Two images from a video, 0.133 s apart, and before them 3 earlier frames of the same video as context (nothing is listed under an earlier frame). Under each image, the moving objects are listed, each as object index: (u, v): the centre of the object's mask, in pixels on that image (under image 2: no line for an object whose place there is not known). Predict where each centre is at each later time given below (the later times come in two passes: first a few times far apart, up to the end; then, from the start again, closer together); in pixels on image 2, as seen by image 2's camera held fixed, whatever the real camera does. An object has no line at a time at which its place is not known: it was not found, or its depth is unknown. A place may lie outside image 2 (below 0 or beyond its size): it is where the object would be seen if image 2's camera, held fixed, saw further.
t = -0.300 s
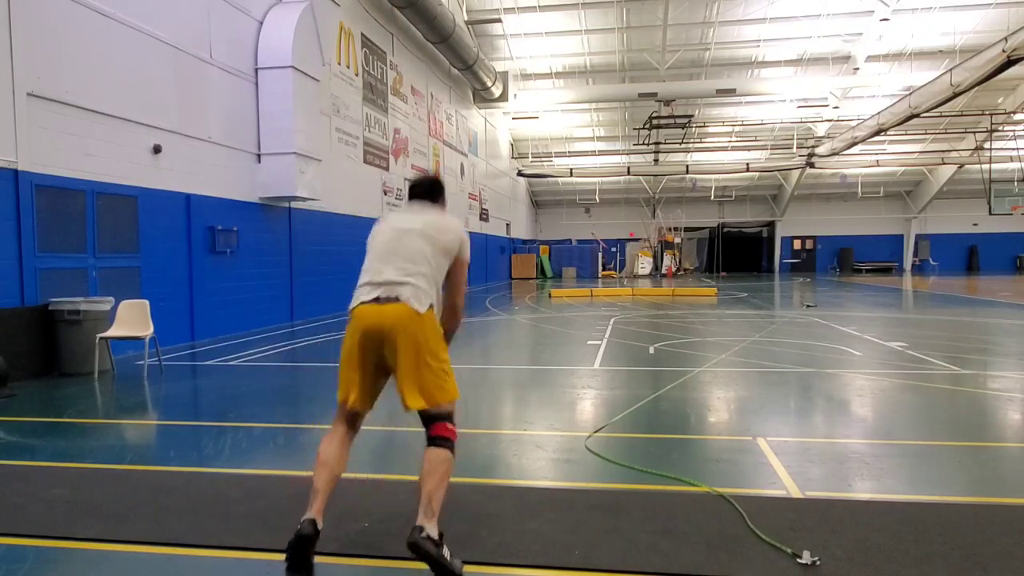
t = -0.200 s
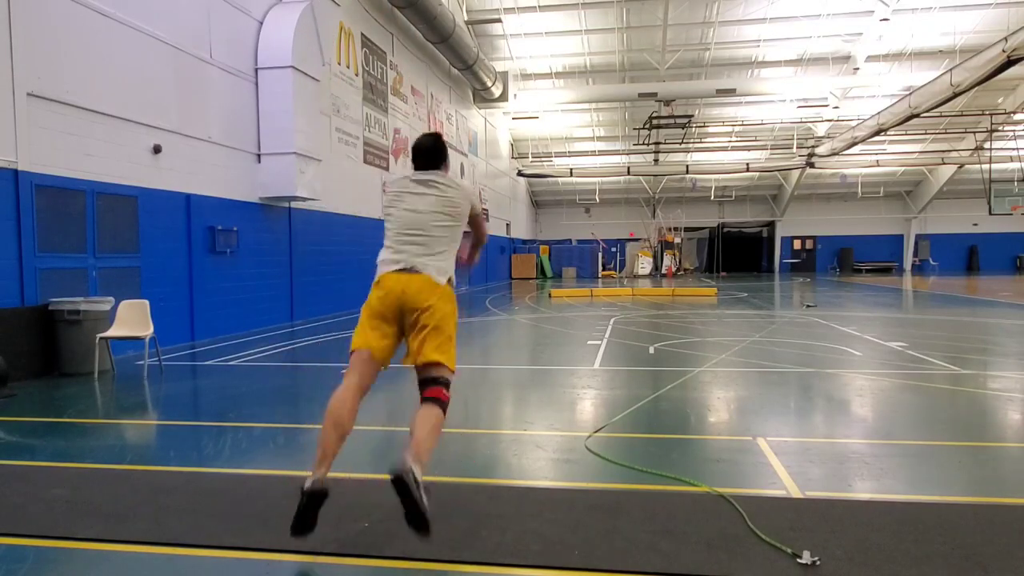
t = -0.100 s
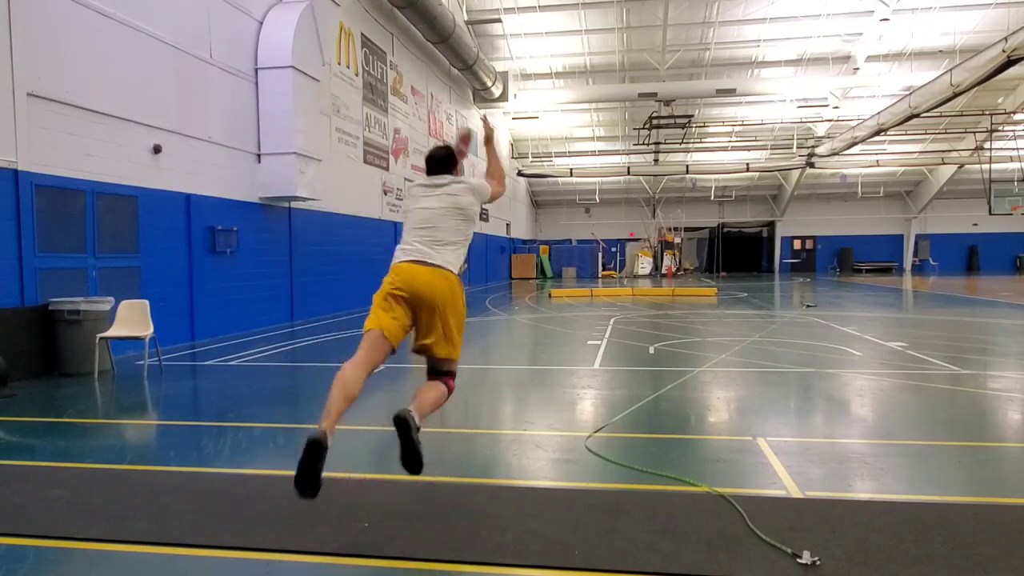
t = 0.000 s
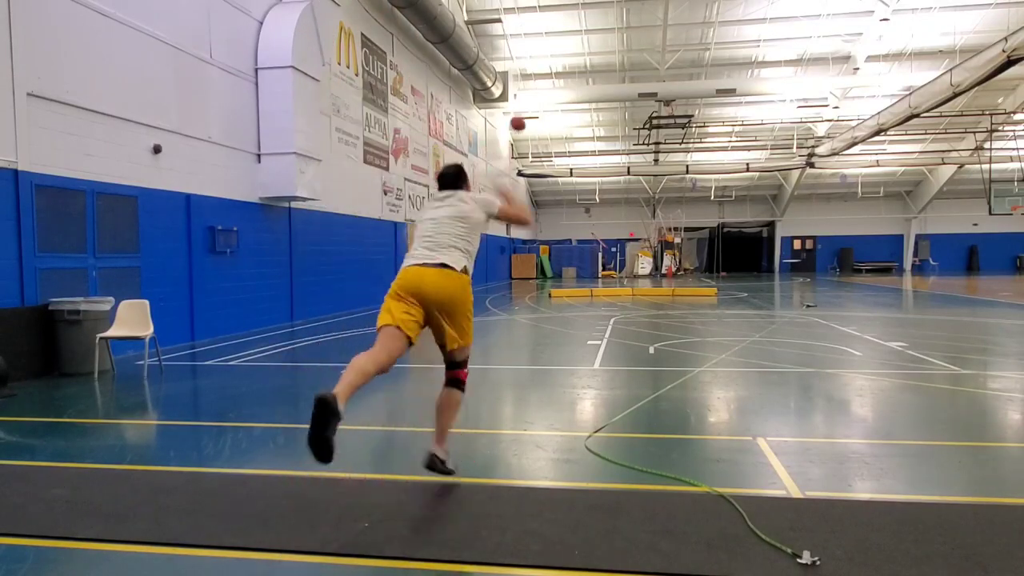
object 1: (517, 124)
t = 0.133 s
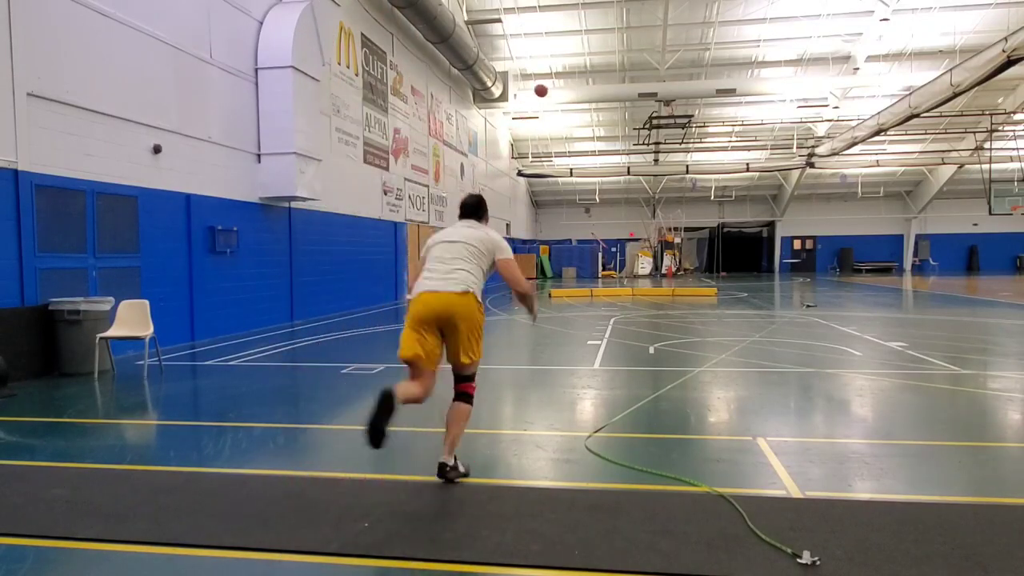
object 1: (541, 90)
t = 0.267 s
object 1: (558, 83)
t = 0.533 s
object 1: (582, 113)
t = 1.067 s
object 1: (609, 260)
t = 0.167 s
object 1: (545, 86)
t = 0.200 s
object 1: (550, 84)
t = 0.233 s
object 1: (554, 83)
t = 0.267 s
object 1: (558, 83)
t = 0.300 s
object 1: (562, 83)
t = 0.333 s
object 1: (565, 85)
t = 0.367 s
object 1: (568, 88)
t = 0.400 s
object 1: (572, 92)
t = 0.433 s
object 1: (574, 96)
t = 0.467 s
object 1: (577, 101)
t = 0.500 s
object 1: (580, 107)
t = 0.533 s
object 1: (582, 113)
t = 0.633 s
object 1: (590, 134)
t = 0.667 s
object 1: (591, 141)
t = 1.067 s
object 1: (609, 260)
